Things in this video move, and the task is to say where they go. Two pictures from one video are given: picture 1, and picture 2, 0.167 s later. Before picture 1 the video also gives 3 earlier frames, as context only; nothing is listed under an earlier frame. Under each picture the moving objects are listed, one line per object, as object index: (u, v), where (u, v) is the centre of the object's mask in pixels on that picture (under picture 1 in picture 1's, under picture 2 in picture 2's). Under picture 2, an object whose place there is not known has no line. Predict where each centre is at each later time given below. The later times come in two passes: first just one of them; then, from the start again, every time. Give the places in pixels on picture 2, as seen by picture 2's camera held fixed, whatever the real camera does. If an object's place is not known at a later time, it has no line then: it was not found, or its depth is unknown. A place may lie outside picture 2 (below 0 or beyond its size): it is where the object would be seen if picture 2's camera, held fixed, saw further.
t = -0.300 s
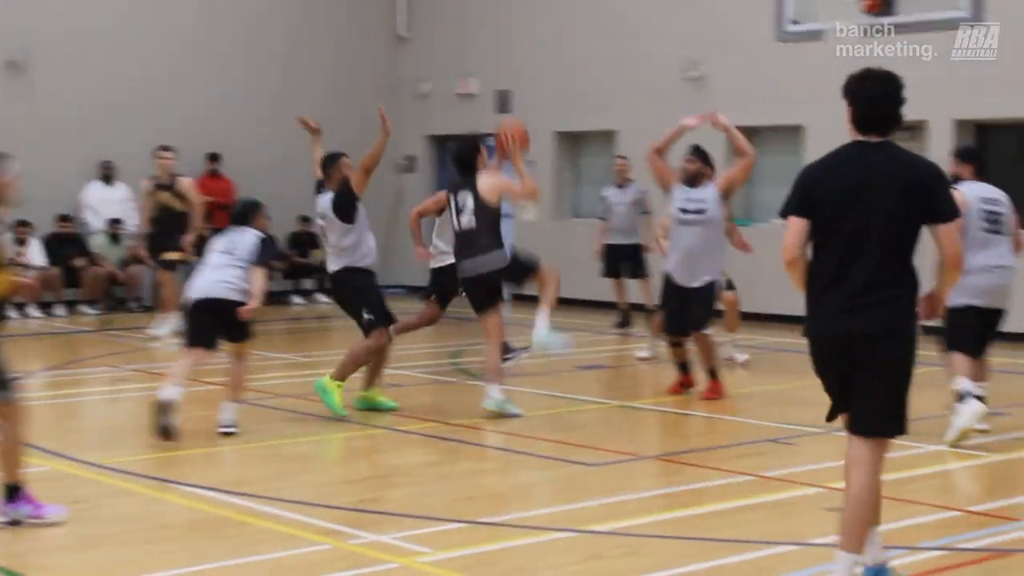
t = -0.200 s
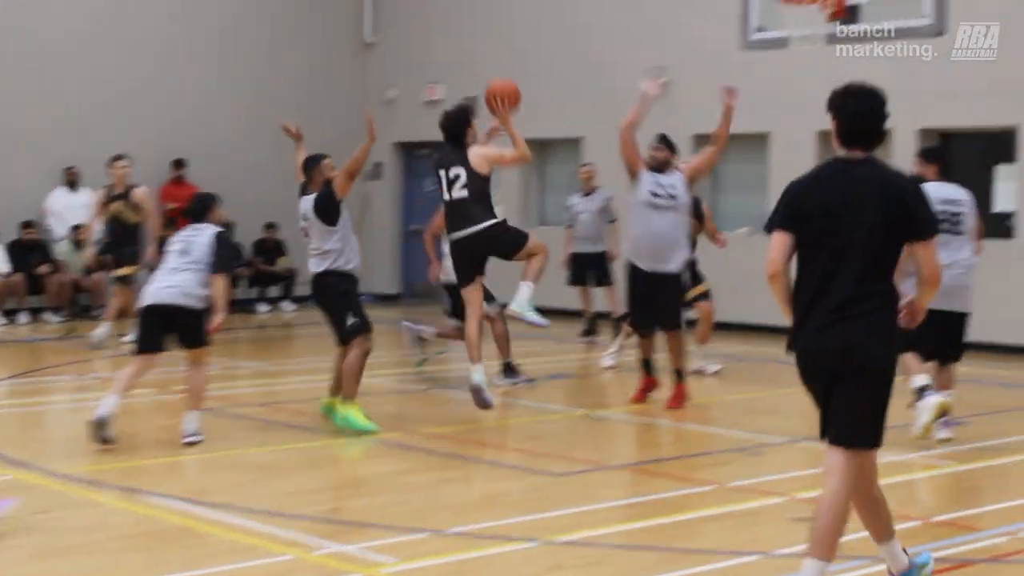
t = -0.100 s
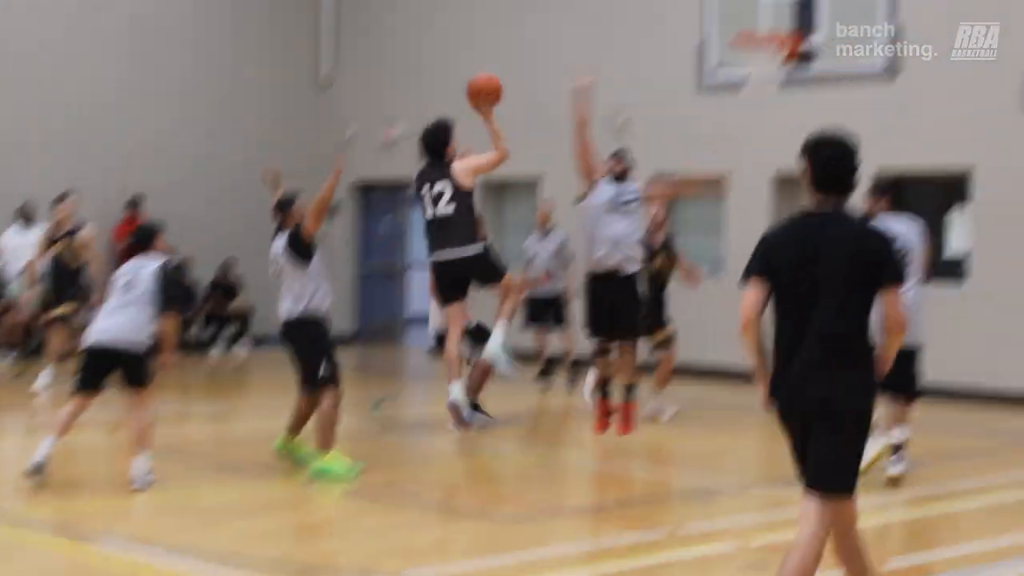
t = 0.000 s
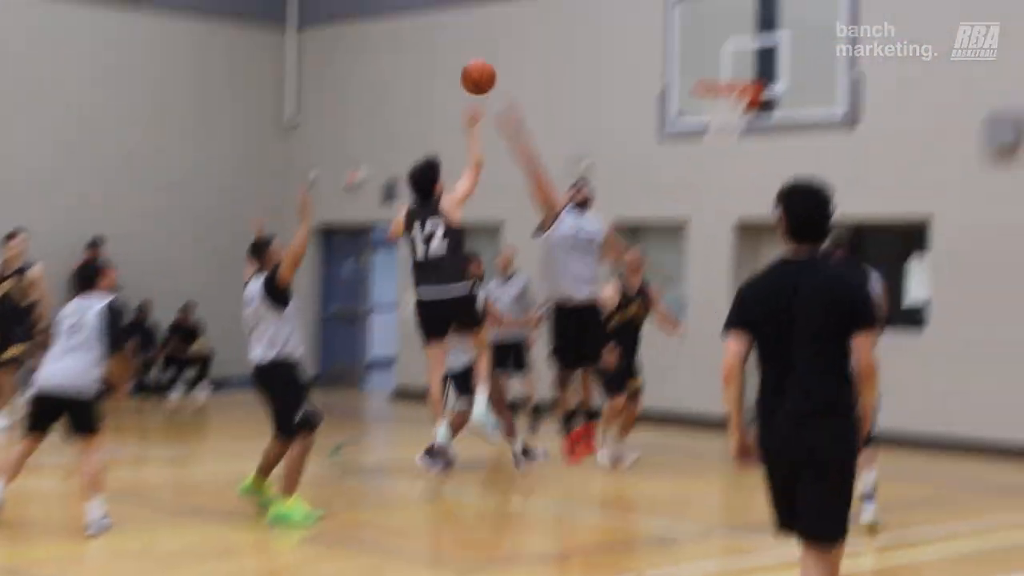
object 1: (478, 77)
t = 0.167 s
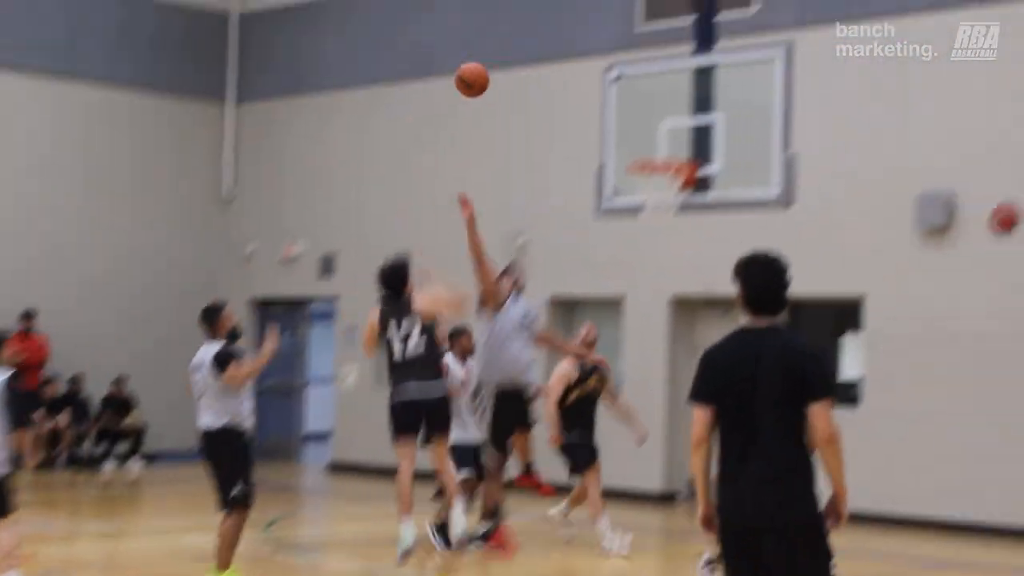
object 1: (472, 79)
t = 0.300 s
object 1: (510, 54)
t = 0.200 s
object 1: (481, 71)
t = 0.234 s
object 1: (490, 64)
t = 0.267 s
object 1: (501, 57)
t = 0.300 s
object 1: (510, 54)
